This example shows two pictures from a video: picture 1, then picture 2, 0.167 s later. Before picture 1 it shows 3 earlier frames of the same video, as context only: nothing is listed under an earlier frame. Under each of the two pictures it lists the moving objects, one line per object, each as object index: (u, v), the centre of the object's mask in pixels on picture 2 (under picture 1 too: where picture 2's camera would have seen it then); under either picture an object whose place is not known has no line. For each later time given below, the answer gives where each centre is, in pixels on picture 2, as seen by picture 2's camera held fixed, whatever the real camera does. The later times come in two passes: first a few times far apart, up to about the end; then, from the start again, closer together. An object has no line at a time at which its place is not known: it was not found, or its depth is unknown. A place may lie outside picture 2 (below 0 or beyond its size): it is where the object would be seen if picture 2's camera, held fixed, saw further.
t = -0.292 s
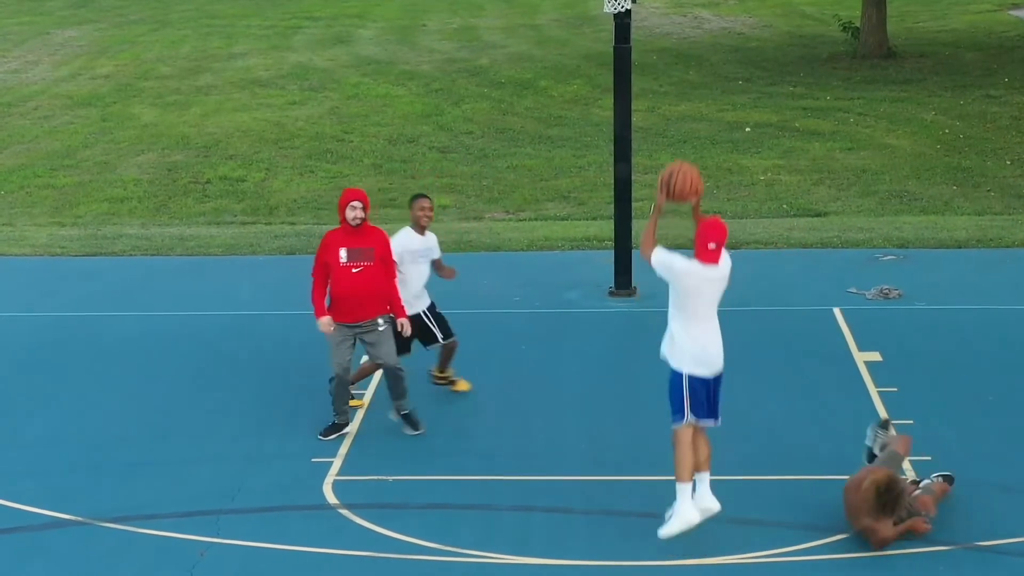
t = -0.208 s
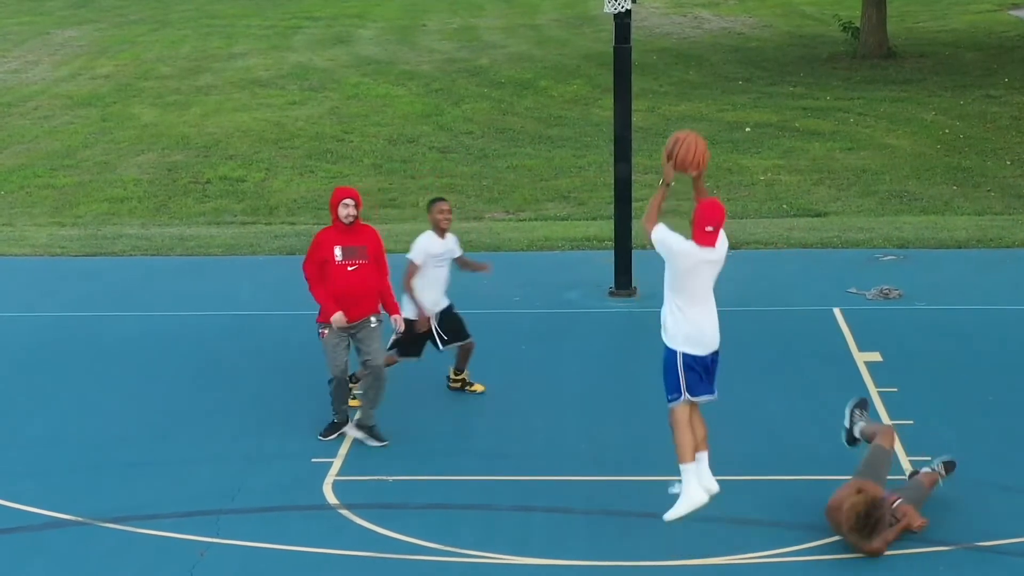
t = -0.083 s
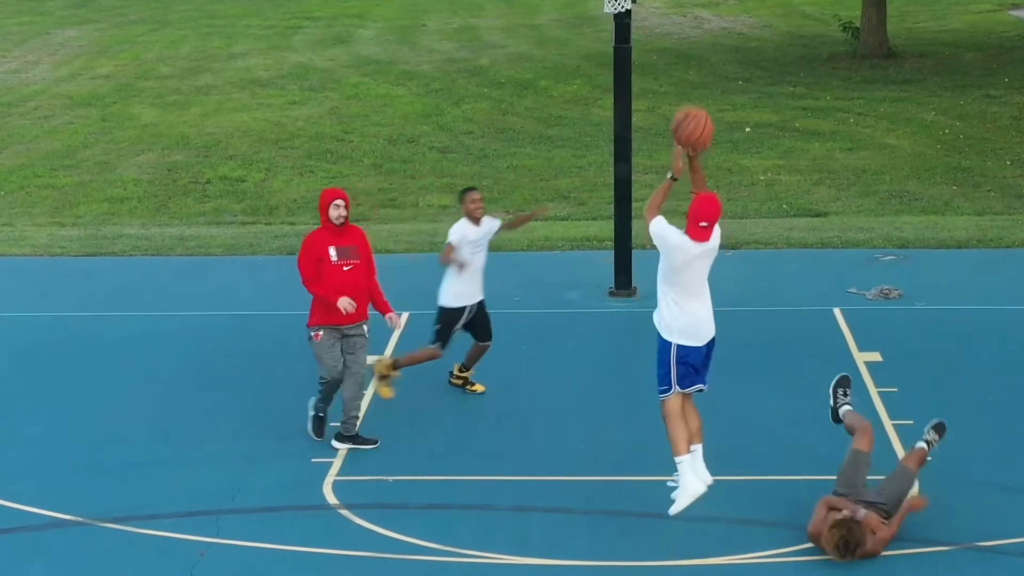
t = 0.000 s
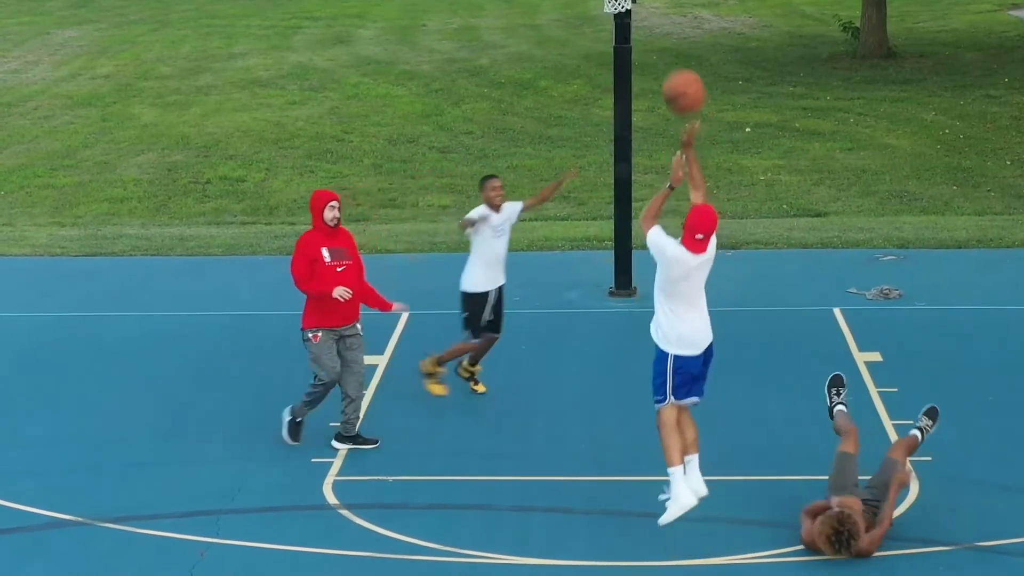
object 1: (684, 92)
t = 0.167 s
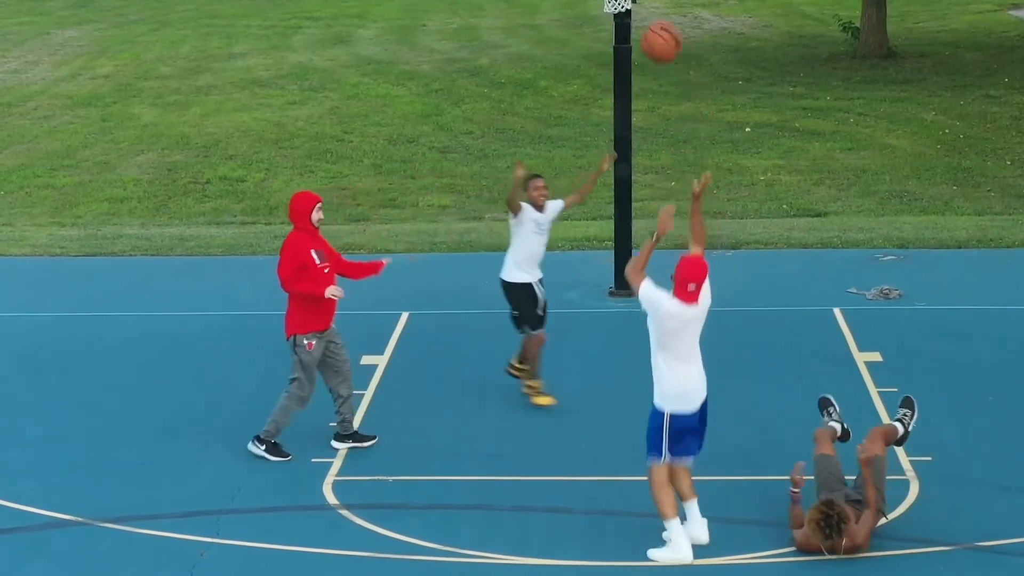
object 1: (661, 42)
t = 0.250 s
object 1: (650, 34)
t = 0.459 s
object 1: (619, 67)
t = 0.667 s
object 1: (590, 177)
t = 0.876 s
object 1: (562, 355)
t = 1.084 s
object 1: (542, 438)
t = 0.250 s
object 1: (650, 34)
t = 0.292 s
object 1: (643, 34)
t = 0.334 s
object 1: (637, 38)
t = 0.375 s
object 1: (632, 45)
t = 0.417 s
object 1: (627, 55)
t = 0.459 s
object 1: (619, 67)
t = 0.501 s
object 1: (613, 84)
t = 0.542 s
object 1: (608, 102)
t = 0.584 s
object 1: (602, 124)
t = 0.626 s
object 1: (596, 149)
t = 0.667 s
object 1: (590, 177)
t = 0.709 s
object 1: (585, 207)
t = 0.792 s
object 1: (574, 276)
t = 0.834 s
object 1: (568, 314)
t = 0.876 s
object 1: (562, 355)
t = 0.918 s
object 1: (557, 399)
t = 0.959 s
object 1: (552, 444)
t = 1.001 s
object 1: (547, 494)
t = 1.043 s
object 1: (544, 472)
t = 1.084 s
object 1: (542, 438)
